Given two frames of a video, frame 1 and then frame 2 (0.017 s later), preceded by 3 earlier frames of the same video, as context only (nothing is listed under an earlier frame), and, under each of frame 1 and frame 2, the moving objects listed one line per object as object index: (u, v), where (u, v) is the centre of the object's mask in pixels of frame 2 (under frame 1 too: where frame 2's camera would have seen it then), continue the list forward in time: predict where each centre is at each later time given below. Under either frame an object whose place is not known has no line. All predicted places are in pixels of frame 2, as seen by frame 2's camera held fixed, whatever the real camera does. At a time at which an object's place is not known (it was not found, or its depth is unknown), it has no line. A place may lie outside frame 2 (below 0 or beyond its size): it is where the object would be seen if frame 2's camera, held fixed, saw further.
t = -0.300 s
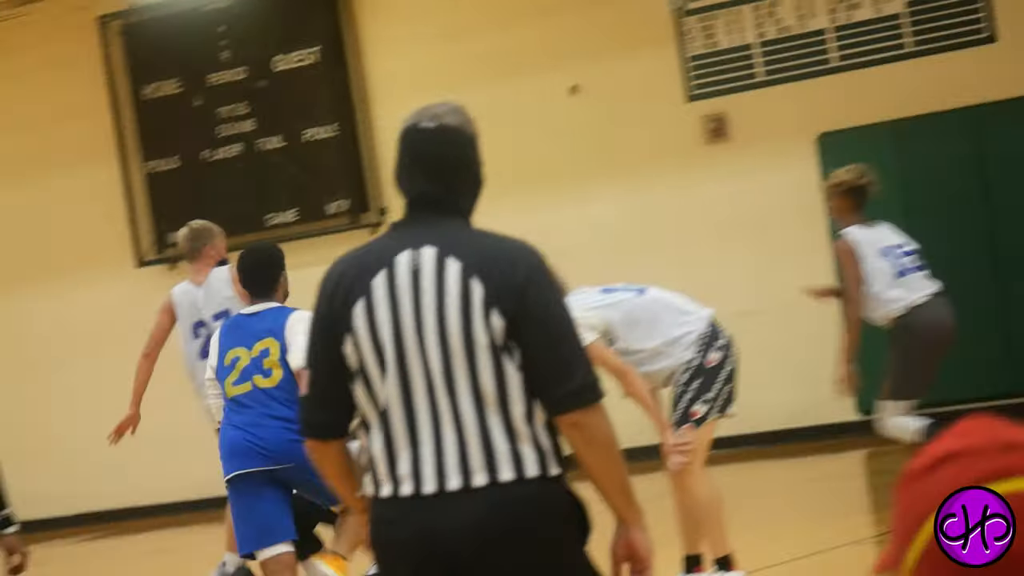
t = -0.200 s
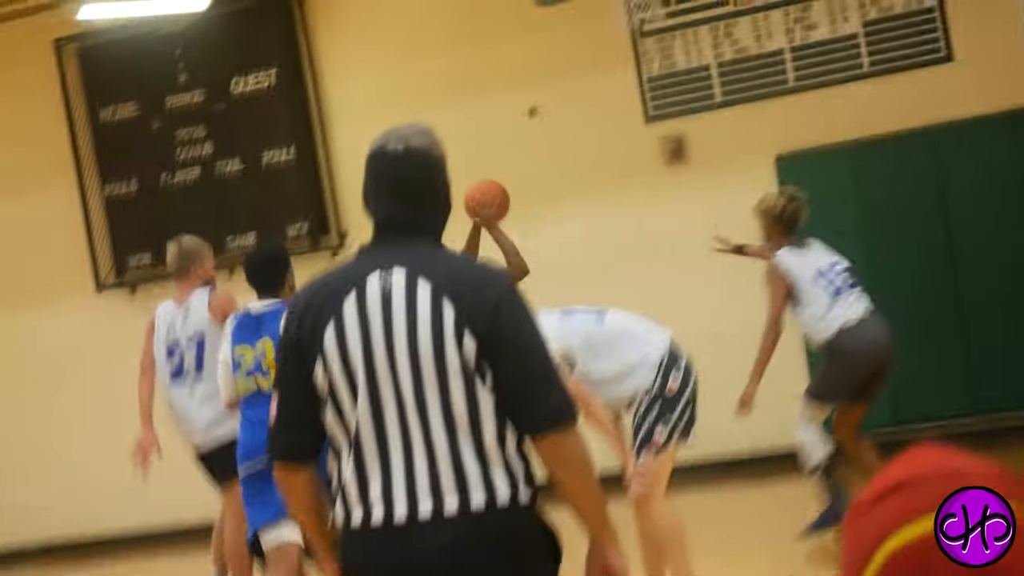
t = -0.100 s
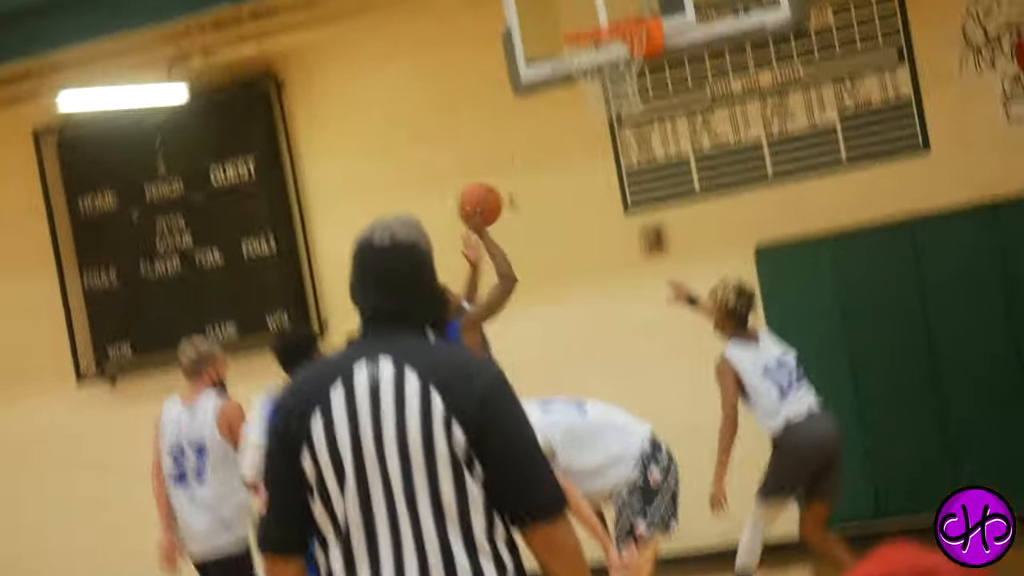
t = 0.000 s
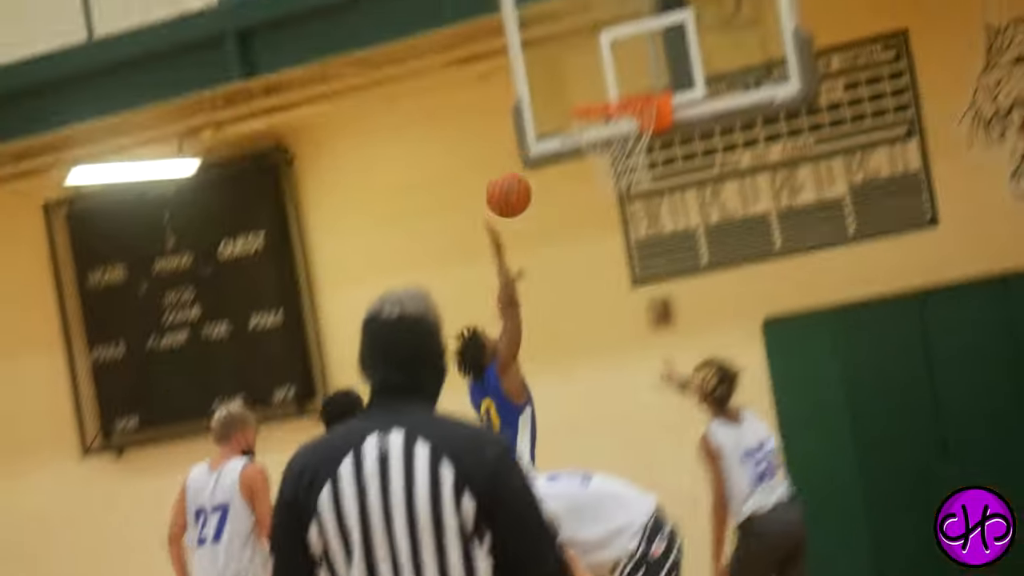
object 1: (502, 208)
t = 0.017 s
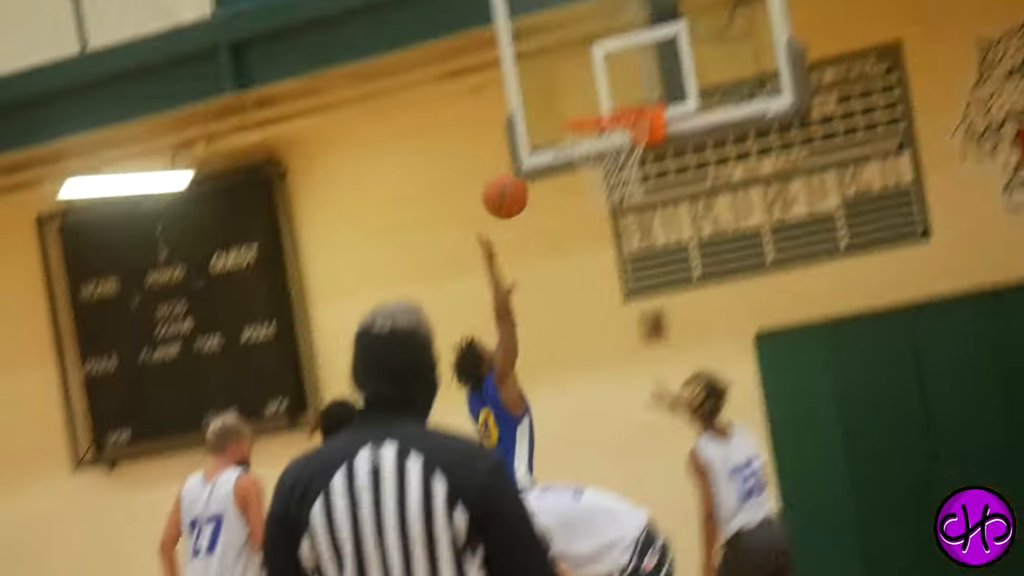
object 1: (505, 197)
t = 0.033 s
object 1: (508, 186)
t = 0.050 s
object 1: (512, 174)
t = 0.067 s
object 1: (516, 163)
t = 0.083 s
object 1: (520, 153)
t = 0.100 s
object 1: (524, 144)
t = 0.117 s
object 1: (527, 135)
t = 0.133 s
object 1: (531, 127)
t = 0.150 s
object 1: (536, 119)
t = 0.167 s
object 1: (541, 112)
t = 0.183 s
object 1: (545, 106)
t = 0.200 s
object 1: (548, 100)
